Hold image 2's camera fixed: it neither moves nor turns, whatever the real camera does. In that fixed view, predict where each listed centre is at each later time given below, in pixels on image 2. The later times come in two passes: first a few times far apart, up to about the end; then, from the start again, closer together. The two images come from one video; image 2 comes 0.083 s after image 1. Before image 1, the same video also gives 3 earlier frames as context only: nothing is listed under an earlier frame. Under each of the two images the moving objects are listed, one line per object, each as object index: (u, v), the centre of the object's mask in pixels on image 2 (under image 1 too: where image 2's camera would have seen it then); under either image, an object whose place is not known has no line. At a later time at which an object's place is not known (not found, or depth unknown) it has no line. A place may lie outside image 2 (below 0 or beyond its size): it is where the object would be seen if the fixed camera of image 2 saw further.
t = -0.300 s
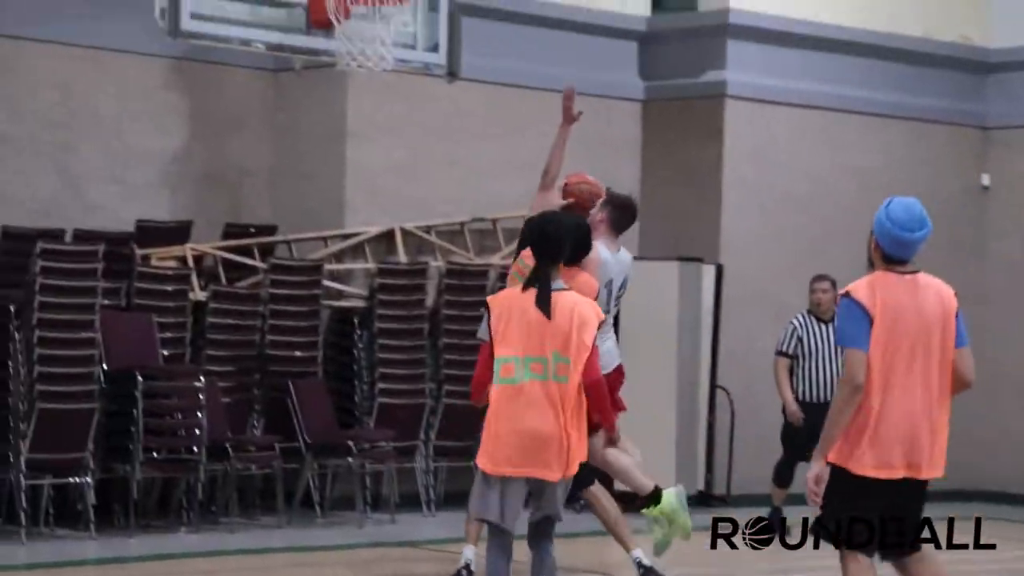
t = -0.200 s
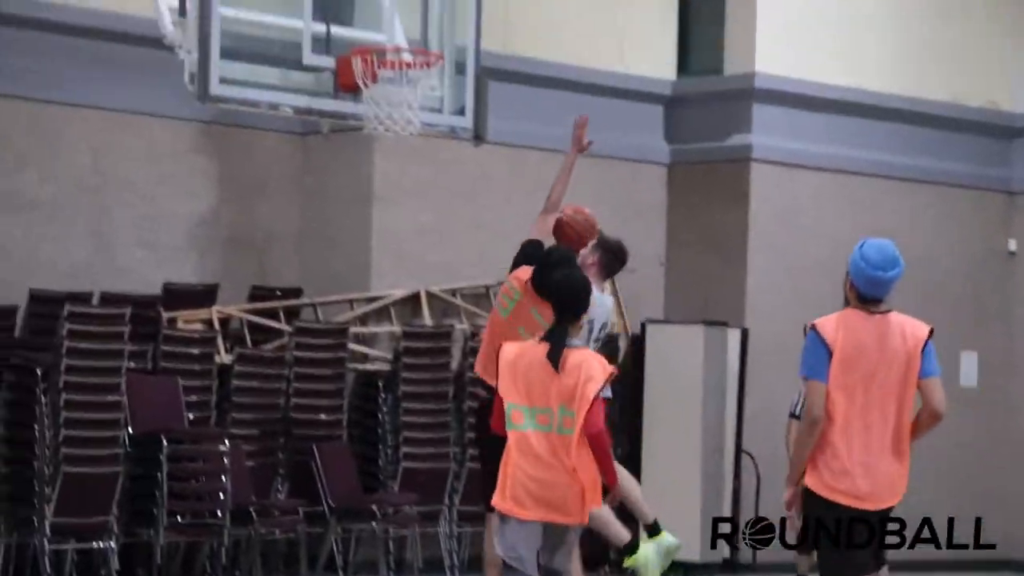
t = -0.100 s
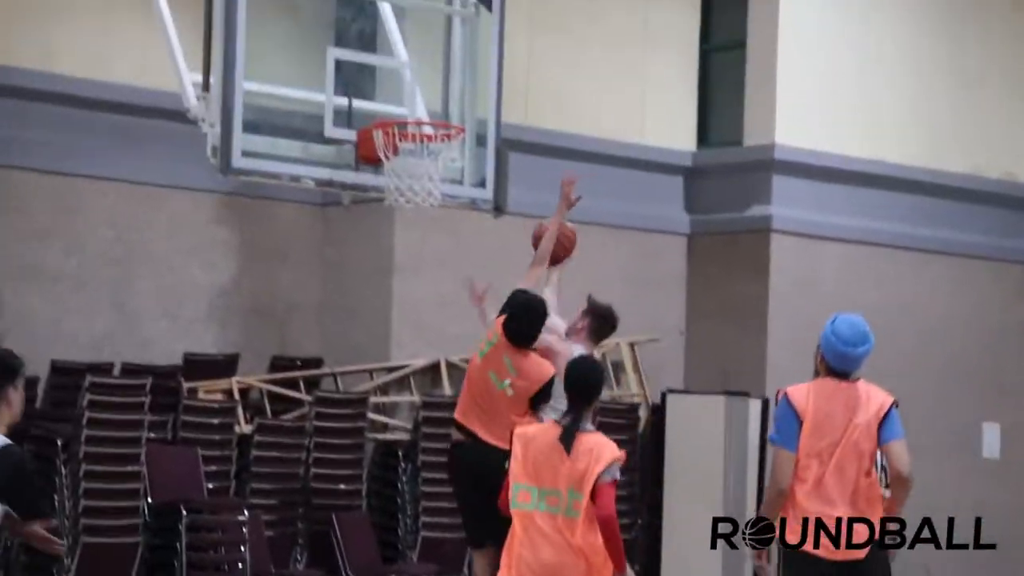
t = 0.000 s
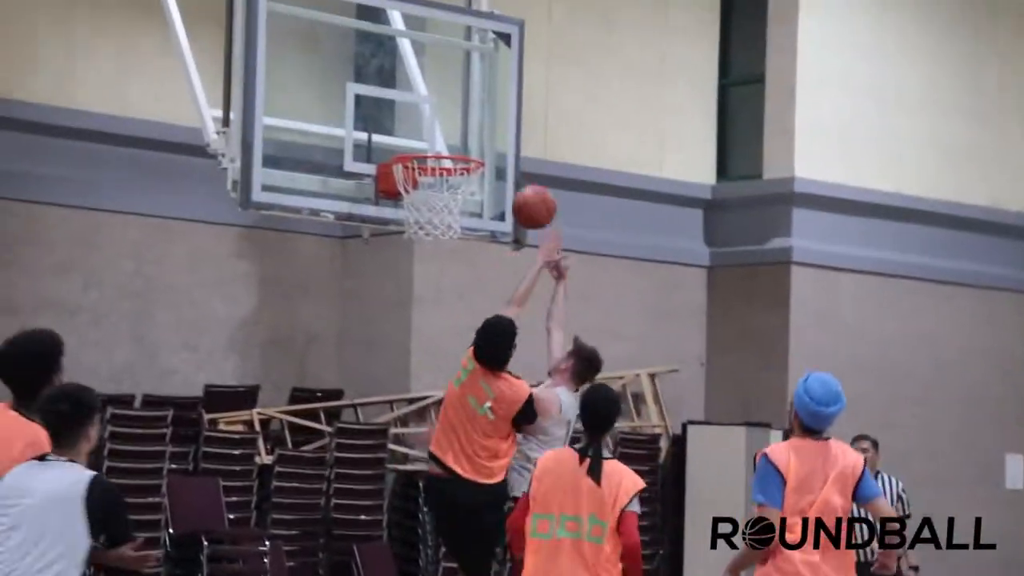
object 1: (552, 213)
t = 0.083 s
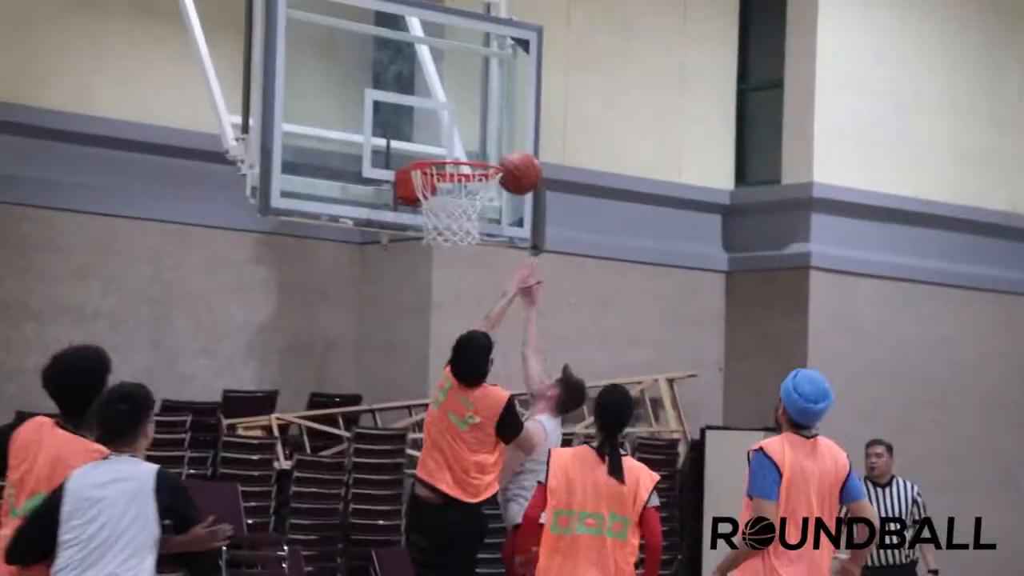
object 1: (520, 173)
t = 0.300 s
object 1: (488, 125)
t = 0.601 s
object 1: (488, 138)
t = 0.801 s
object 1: (472, 182)
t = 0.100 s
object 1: (514, 166)
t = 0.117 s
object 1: (507, 159)
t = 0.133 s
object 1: (500, 153)
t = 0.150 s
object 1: (493, 148)
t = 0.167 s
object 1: (486, 144)
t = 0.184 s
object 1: (482, 141)
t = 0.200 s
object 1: (483, 137)
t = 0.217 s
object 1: (484, 134)
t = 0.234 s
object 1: (485, 132)
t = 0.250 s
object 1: (485, 129)
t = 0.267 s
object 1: (487, 128)
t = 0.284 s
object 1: (487, 126)
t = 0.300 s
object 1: (488, 125)
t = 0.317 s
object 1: (489, 125)
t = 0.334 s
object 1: (490, 125)
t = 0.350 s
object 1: (490, 126)
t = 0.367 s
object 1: (491, 127)
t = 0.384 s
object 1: (492, 129)
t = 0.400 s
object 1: (493, 132)
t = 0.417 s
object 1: (493, 134)
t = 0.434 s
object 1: (494, 138)
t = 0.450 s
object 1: (495, 142)
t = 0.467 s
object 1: (496, 145)
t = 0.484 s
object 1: (496, 147)
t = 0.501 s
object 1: (495, 145)
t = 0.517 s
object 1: (494, 143)
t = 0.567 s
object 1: (490, 139)
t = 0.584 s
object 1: (489, 138)
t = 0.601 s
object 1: (488, 138)
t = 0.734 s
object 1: (478, 150)
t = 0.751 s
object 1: (477, 152)
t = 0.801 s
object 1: (472, 182)
